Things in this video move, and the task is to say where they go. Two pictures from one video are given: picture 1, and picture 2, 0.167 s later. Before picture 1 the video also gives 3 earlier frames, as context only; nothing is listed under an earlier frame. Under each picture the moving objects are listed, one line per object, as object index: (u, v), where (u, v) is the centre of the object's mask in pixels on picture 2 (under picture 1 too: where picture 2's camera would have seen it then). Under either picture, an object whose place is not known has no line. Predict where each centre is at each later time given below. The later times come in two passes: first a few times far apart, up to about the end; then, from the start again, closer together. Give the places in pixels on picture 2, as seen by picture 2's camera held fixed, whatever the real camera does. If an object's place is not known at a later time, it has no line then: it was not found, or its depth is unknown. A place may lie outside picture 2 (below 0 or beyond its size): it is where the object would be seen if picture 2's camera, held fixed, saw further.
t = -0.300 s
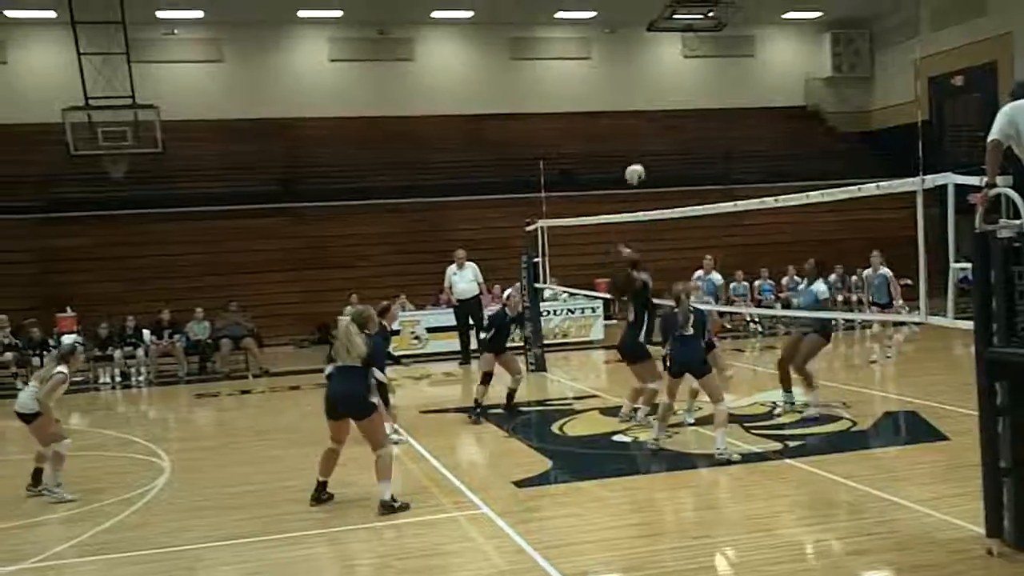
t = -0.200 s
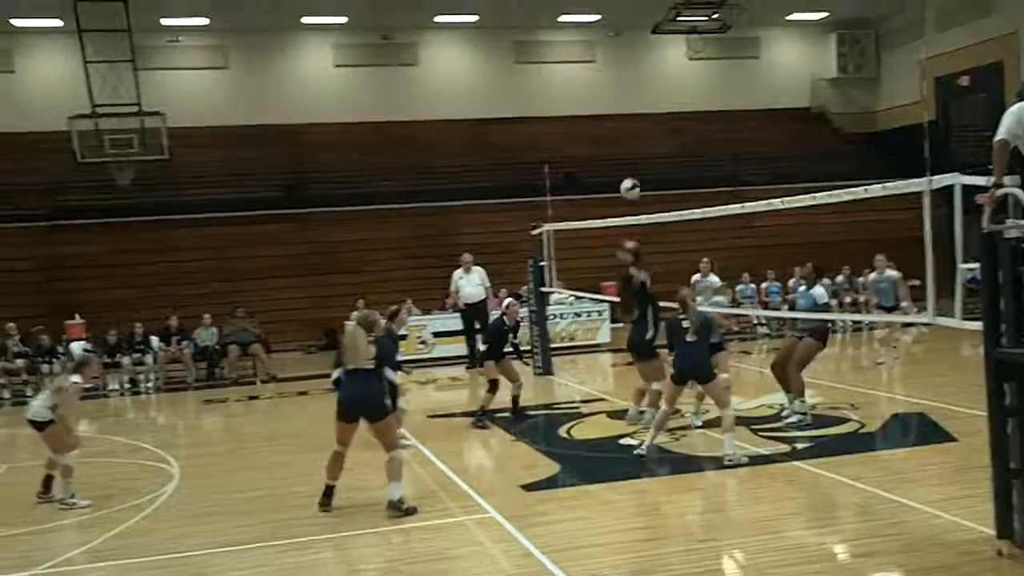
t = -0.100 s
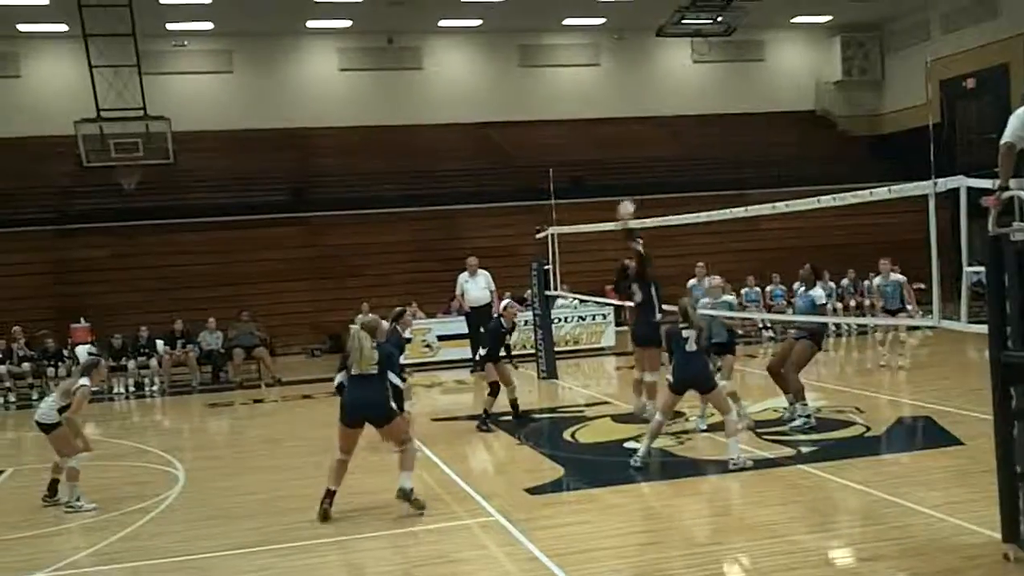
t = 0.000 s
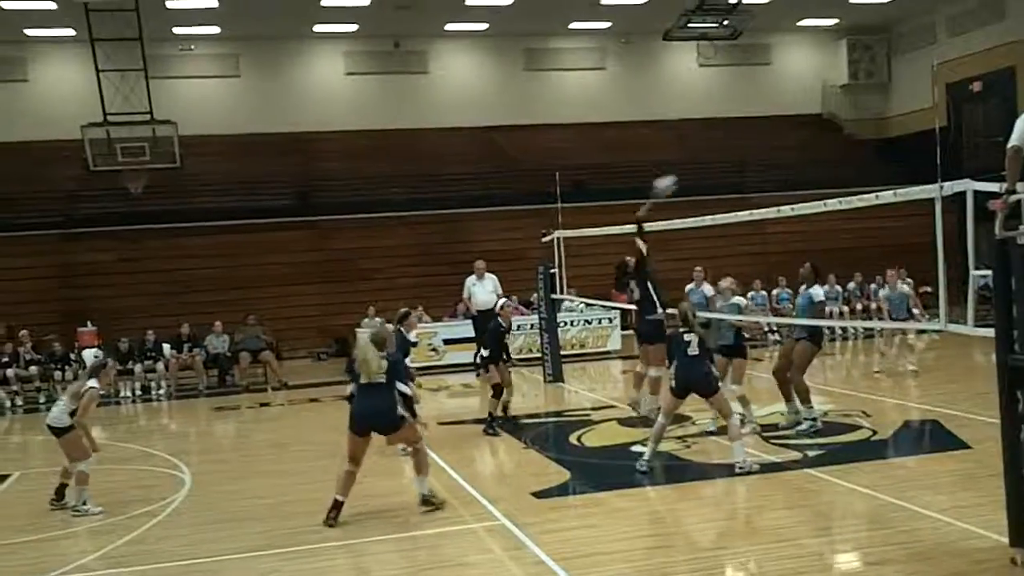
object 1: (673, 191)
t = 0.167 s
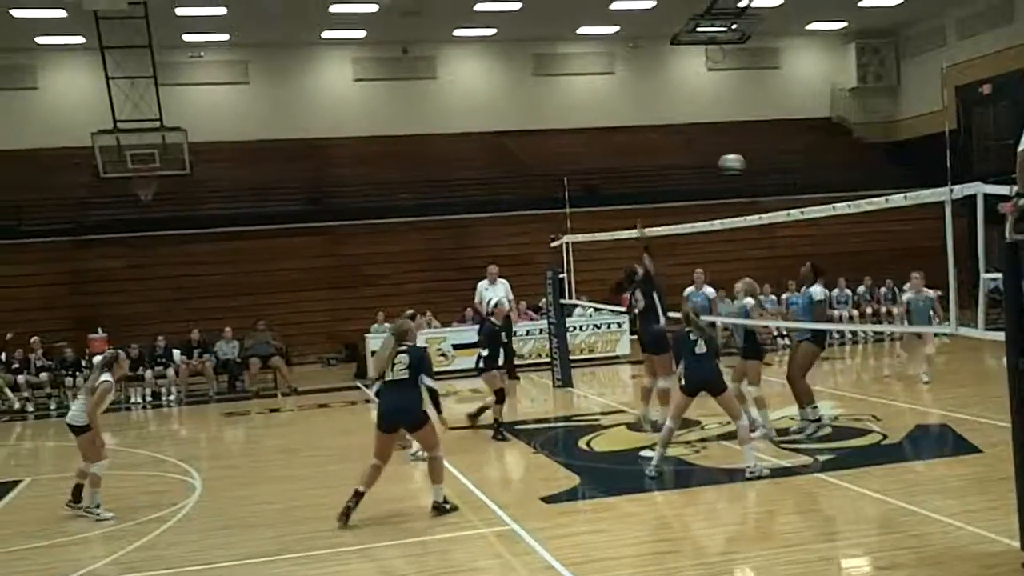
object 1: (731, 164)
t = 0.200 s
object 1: (743, 161)
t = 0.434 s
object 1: (820, 174)
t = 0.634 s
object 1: (882, 219)
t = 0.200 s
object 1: (743, 161)
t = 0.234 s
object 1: (755, 160)
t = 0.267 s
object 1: (766, 160)
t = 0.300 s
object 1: (777, 161)
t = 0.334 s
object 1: (788, 163)
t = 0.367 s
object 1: (798, 166)
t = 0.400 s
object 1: (809, 170)
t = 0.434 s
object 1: (820, 174)
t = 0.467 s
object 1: (831, 180)
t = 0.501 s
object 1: (841, 185)
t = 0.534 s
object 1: (850, 190)
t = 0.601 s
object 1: (875, 214)
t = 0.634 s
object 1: (882, 219)
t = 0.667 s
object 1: (889, 227)
